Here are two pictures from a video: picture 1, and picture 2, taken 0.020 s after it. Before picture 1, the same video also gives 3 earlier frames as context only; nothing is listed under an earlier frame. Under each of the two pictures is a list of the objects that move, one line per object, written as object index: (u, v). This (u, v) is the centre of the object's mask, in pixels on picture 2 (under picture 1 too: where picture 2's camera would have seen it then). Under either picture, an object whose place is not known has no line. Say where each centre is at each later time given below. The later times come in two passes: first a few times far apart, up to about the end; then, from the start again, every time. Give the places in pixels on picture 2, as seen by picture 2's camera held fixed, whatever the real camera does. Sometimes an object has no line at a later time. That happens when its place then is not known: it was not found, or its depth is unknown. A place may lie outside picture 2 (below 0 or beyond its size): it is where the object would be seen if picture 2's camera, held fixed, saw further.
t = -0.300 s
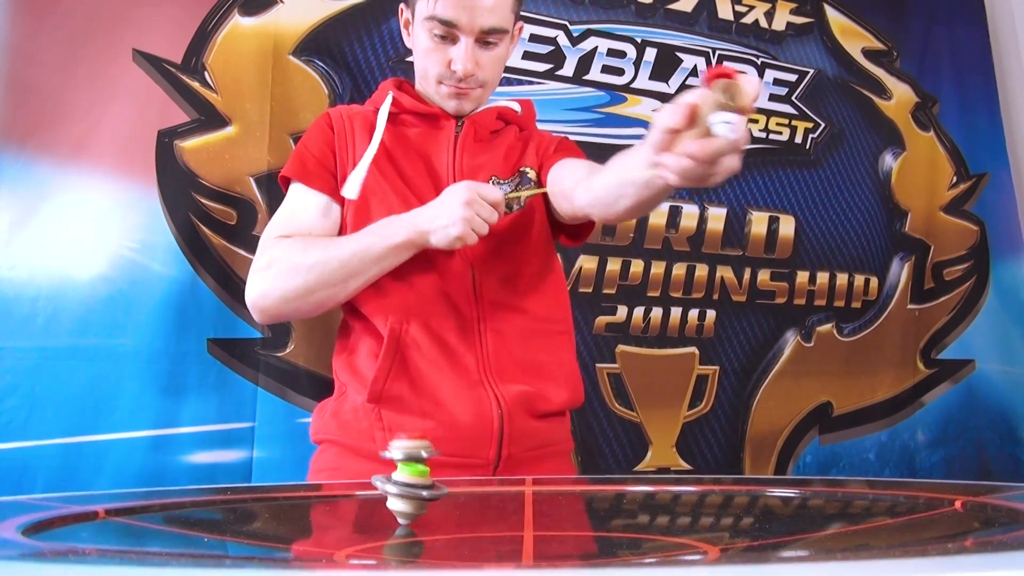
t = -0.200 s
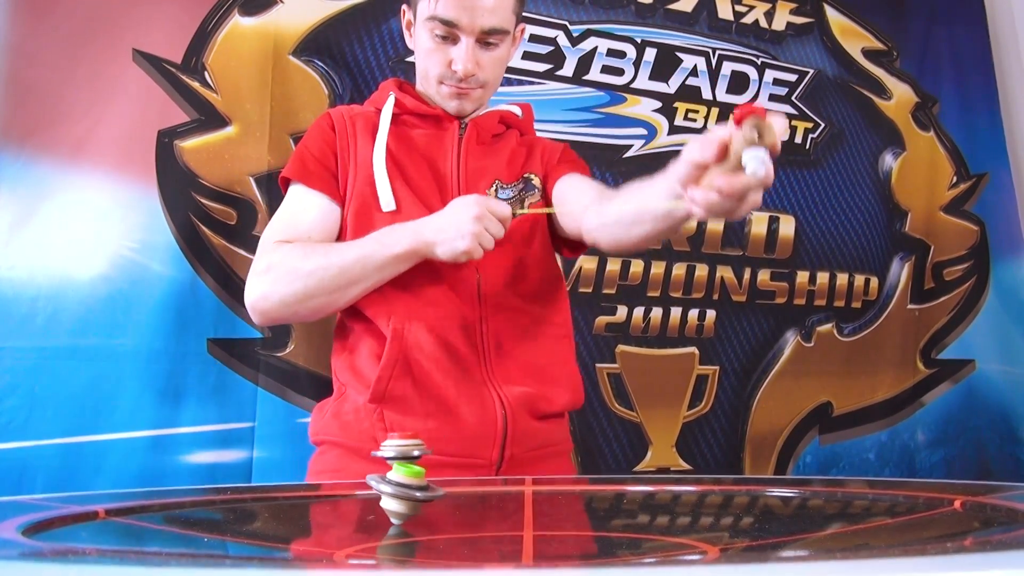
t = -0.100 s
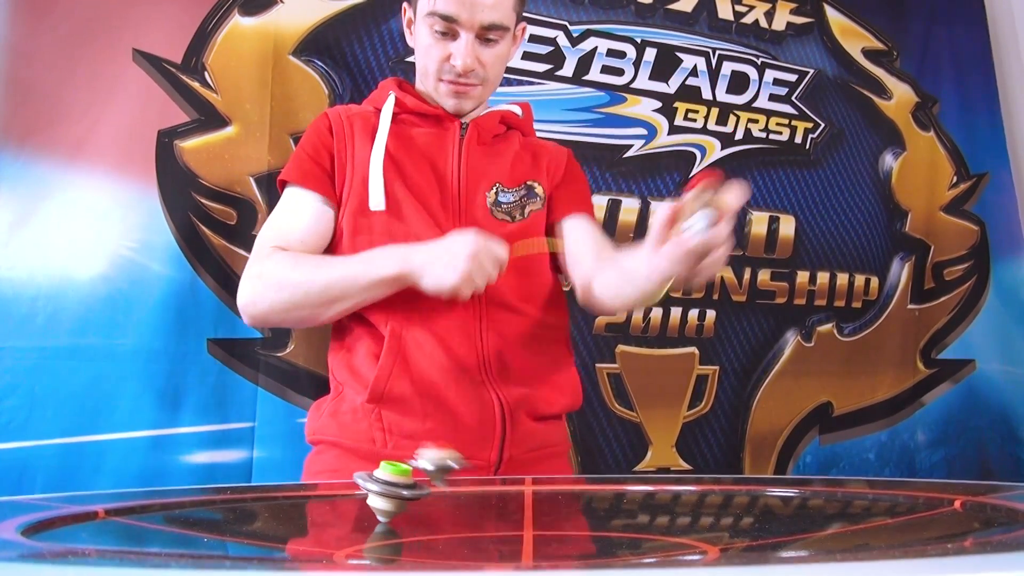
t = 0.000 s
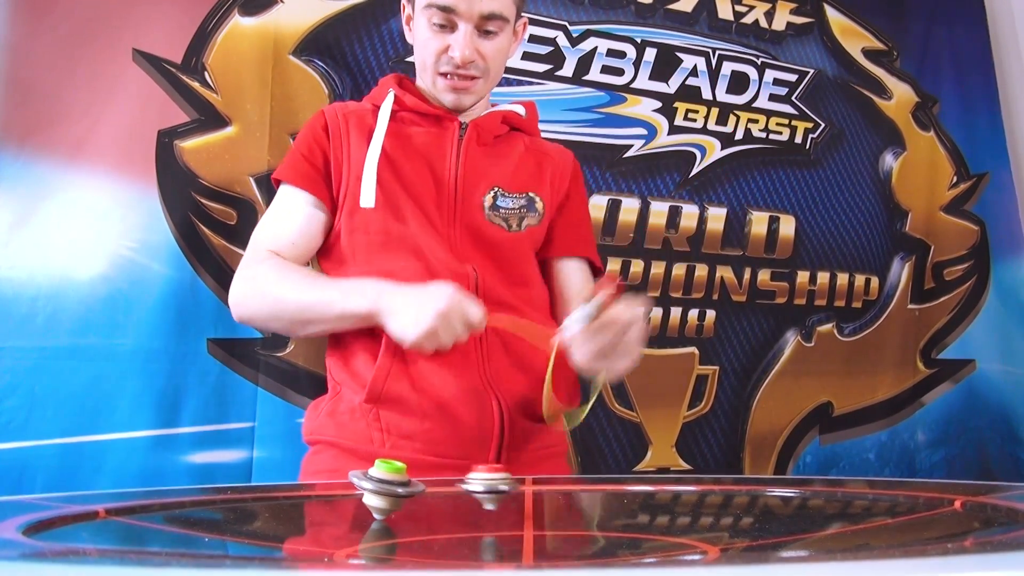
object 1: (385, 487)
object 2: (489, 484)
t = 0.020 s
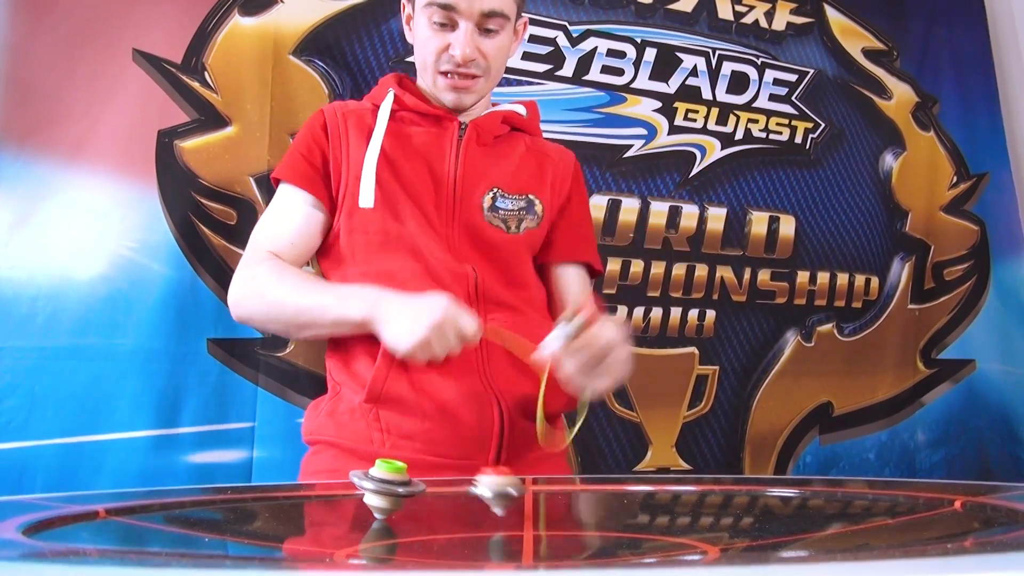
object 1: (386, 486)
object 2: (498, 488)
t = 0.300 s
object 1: (410, 480)
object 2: (521, 515)
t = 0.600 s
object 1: (449, 478)
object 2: (569, 531)
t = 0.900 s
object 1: (498, 479)
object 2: (800, 505)
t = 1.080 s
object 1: (533, 482)
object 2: (805, 479)
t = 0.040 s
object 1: (387, 486)
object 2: (505, 497)
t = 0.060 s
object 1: (389, 485)
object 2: (512, 496)
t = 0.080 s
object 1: (390, 485)
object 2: (517, 493)
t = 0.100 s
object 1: (392, 484)
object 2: (522, 494)
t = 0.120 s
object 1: (394, 483)
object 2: (527, 501)
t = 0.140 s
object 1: (396, 483)
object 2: (531, 500)
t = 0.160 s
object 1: (397, 483)
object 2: (533, 502)
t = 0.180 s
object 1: (399, 482)
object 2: (535, 506)
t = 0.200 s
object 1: (400, 481)
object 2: (535, 507)
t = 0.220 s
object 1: (402, 481)
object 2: (535, 509)
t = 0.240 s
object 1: (404, 481)
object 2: (533, 510)
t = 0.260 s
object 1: (406, 480)
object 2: (530, 512)
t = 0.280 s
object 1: (408, 480)
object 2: (526, 514)
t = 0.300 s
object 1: (410, 480)
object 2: (521, 515)
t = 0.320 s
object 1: (412, 480)
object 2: (516, 518)
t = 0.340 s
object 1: (414, 479)
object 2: (511, 520)
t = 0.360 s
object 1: (417, 479)
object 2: (506, 521)
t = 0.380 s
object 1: (419, 479)
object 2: (504, 523)
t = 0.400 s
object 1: (422, 479)
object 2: (502, 525)
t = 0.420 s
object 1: (424, 479)
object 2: (502, 526)
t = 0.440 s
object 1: (427, 478)
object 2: (503, 528)
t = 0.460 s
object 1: (429, 478)
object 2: (506, 529)
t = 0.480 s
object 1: (432, 478)
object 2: (510, 531)
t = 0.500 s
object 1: (435, 478)
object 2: (516, 531)
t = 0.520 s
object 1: (437, 478)
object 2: (523, 532)
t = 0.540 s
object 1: (440, 478)
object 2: (532, 531)
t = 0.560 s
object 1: (443, 478)
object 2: (543, 531)
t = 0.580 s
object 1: (446, 478)
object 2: (555, 532)
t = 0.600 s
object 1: (449, 478)
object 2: (569, 531)
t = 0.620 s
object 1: (452, 478)
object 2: (582, 531)
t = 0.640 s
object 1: (455, 478)
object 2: (597, 531)
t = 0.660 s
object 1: (458, 478)
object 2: (615, 530)
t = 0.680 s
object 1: (461, 478)
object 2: (631, 529)
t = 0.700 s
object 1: (464, 478)
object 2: (647, 527)
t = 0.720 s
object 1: (467, 478)
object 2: (665, 527)
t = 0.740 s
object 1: (471, 478)
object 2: (684, 524)
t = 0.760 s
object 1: (474, 478)
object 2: (700, 522)
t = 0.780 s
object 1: (477, 478)
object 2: (715, 520)
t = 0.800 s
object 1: (481, 479)
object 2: (732, 519)
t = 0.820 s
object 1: (484, 479)
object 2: (748, 517)
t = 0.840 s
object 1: (488, 479)
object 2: (763, 515)
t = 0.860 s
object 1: (491, 479)
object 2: (777, 512)
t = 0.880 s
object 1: (495, 479)
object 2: (790, 508)
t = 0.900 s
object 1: (498, 479)
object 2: (800, 505)
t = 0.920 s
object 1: (502, 480)
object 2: (809, 502)
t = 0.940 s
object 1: (506, 480)
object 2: (816, 499)
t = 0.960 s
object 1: (509, 480)
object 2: (821, 496)
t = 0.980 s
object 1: (513, 481)
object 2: (823, 492)
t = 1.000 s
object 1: (517, 481)
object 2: (824, 490)
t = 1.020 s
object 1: (521, 481)
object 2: (823, 487)
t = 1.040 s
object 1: (525, 481)
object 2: (819, 484)
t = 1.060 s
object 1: (529, 482)
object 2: (813, 482)
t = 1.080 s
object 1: (533, 482)
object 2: (805, 479)
